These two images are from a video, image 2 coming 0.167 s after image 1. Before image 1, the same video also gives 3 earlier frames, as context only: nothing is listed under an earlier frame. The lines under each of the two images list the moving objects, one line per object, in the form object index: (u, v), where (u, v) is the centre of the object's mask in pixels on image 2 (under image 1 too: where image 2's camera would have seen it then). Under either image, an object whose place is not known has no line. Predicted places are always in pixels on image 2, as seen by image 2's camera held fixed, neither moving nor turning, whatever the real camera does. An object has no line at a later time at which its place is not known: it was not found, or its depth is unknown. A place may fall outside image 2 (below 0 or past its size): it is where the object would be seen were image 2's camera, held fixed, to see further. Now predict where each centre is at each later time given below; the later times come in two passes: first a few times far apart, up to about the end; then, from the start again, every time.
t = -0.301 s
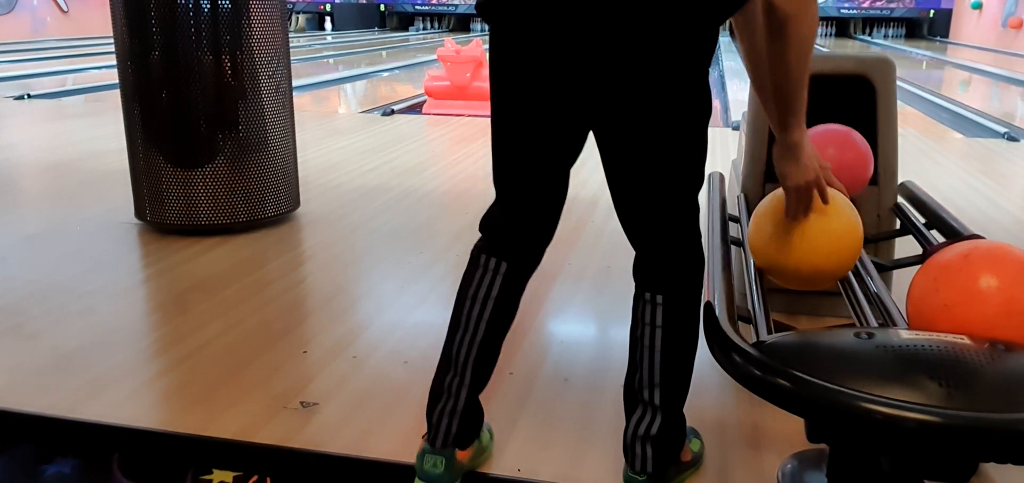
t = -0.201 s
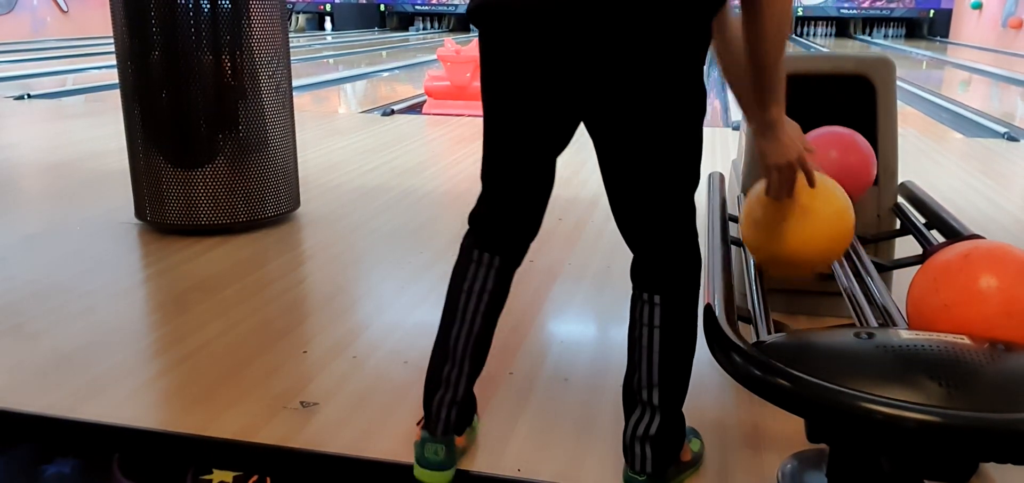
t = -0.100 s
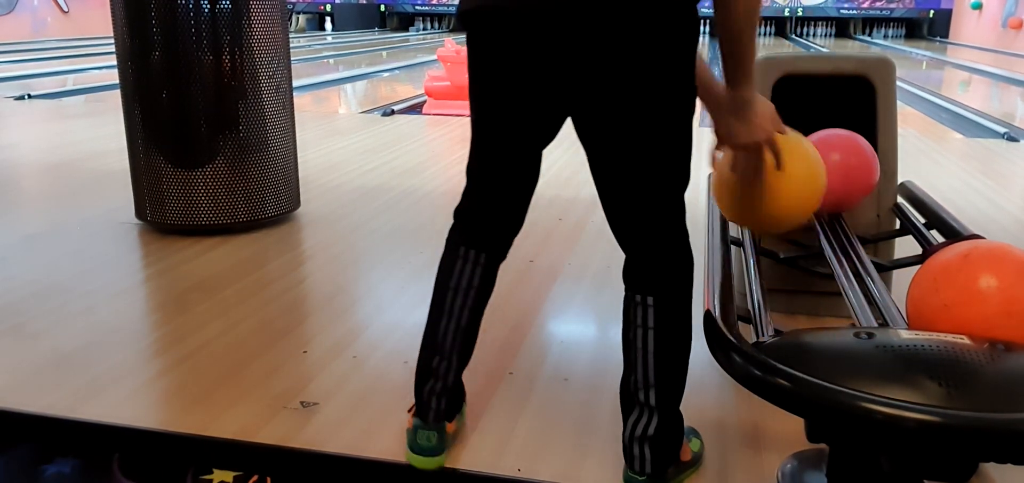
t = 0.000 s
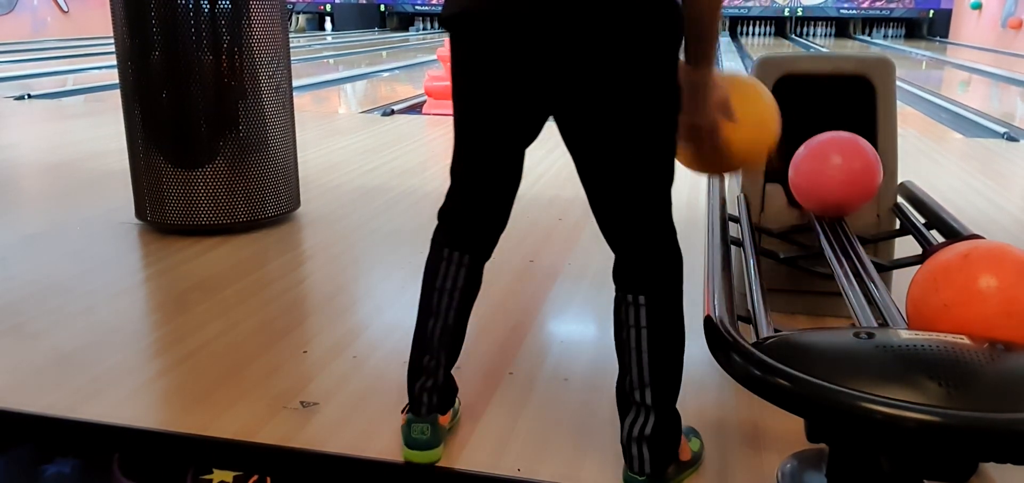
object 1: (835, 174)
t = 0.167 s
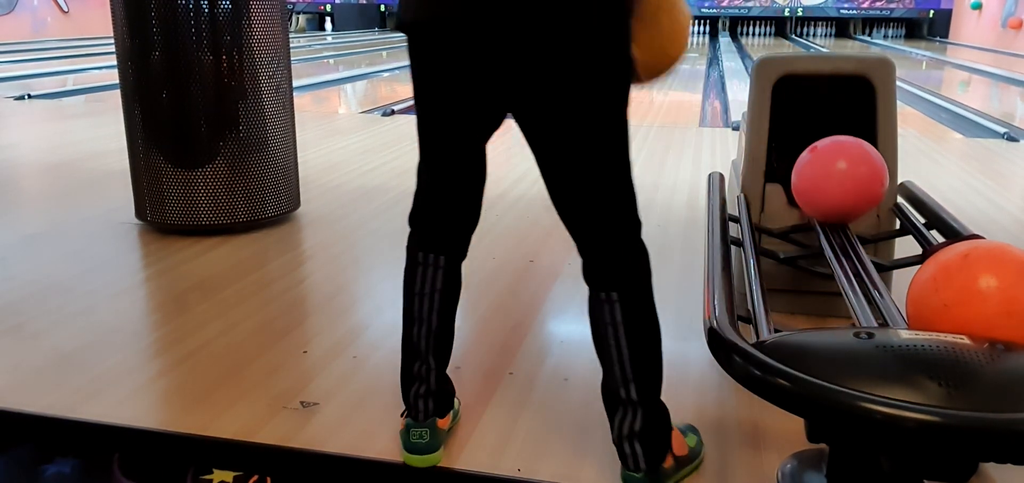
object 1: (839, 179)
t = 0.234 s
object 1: (841, 182)
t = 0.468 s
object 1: (847, 191)
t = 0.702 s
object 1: (855, 202)
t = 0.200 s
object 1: (840, 181)
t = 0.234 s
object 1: (841, 182)
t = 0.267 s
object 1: (842, 183)
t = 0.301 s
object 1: (843, 184)
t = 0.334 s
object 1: (843, 186)
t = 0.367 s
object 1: (845, 187)
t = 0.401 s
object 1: (845, 188)
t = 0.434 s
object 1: (846, 190)
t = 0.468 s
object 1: (847, 191)
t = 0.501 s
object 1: (848, 192)
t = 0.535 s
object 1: (849, 194)
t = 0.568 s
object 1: (850, 196)
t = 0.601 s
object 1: (851, 198)
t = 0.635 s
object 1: (852, 199)
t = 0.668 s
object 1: (854, 201)
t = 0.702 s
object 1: (855, 202)
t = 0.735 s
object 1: (856, 204)
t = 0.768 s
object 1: (857, 206)
